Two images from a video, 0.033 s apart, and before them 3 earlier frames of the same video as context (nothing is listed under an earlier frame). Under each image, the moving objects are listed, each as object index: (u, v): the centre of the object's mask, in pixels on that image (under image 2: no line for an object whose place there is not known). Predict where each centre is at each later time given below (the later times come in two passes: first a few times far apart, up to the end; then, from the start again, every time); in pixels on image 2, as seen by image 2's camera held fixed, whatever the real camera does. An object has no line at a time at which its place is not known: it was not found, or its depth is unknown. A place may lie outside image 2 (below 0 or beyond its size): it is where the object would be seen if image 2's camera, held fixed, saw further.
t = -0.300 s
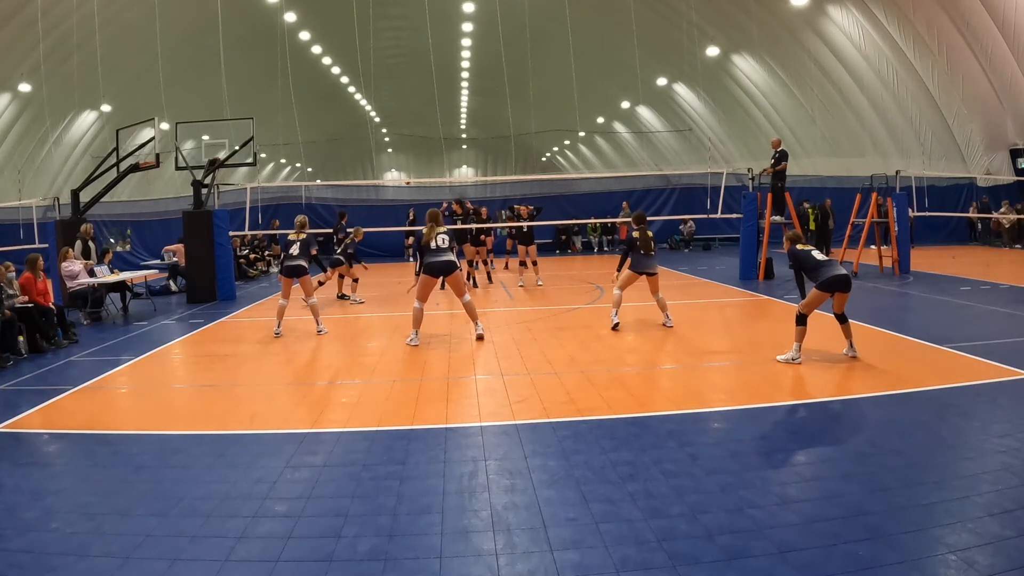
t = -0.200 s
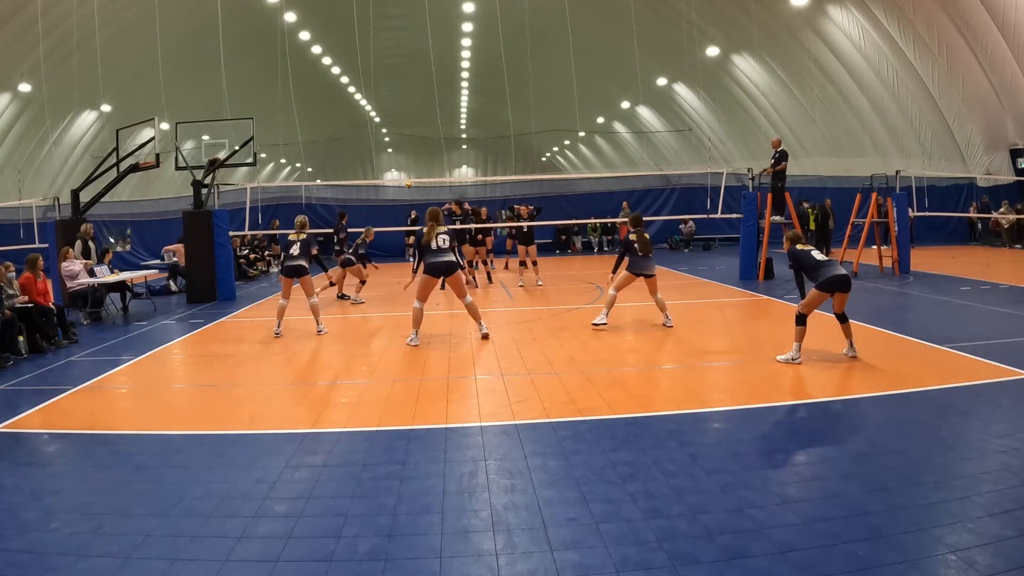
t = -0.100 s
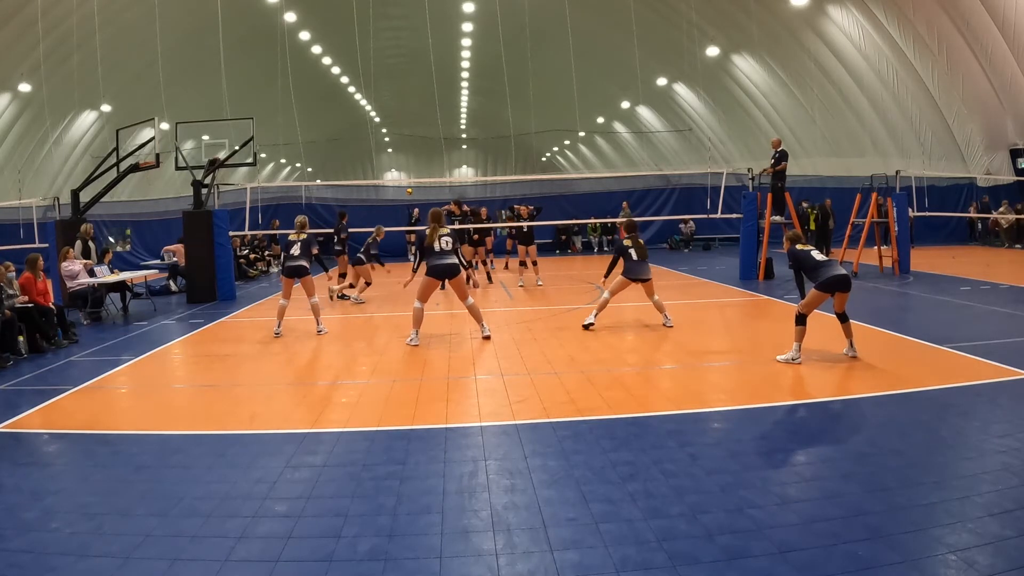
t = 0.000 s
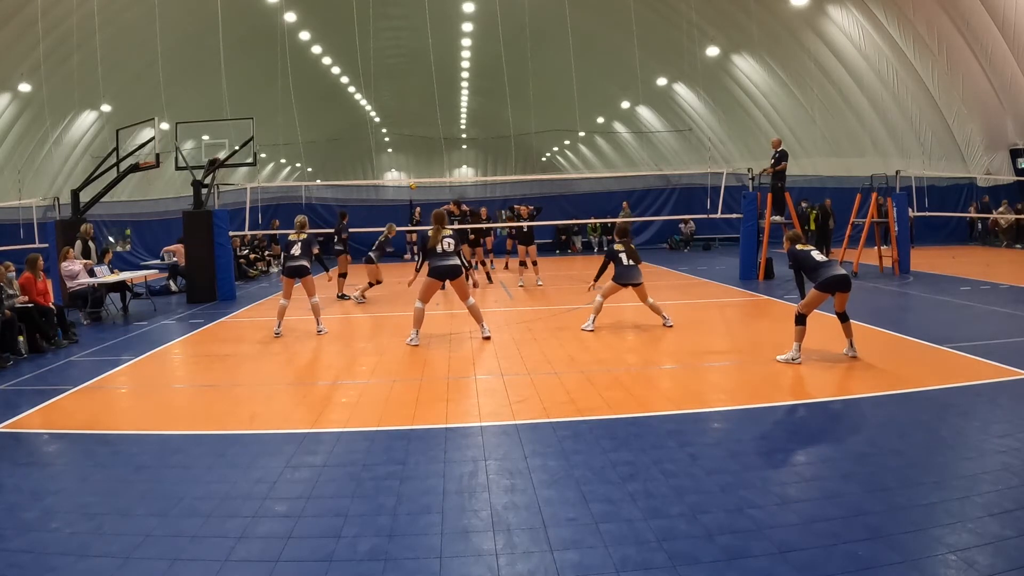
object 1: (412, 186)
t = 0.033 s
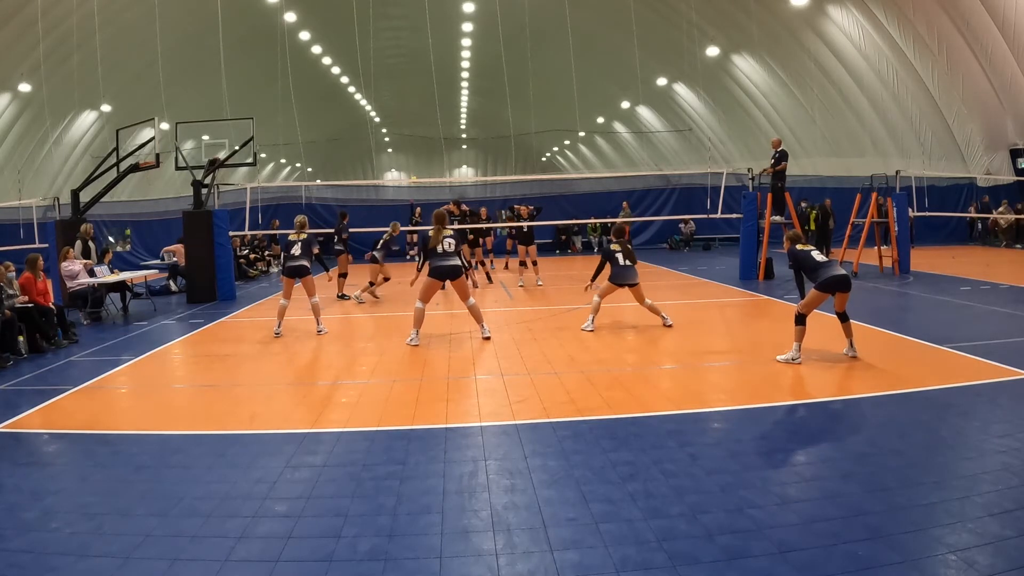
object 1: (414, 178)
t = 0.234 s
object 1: (424, 147)
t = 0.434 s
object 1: (438, 122)
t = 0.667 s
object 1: (460, 109)
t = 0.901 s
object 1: (495, 127)
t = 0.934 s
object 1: (502, 134)
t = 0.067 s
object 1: (416, 174)
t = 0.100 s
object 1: (418, 168)
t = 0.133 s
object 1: (420, 162)
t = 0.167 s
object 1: (421, 157)
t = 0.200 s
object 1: (423, 152)
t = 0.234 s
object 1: (424, 147)
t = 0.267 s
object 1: (426, 142)
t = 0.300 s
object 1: (428, 137)
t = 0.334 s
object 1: (431, 133)
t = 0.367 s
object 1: (432, 129)
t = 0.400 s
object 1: (435, 126)
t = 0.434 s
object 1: (438, 122)
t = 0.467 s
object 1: (440, 119)
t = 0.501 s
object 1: (443, 116)
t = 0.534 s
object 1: (446, 114)
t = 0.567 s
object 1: (449, 112)
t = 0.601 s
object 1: (452, 111)
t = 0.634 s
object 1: (455, 109)
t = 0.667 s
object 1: (460, 109)
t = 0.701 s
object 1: (464, 110)
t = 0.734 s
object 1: (469, 110)
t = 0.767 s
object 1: (473, 112)
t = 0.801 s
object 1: (478, 114)
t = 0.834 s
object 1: (483, 118)
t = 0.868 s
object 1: (488, 122)
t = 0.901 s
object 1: (495, 127)
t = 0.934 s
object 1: (502, 134)
